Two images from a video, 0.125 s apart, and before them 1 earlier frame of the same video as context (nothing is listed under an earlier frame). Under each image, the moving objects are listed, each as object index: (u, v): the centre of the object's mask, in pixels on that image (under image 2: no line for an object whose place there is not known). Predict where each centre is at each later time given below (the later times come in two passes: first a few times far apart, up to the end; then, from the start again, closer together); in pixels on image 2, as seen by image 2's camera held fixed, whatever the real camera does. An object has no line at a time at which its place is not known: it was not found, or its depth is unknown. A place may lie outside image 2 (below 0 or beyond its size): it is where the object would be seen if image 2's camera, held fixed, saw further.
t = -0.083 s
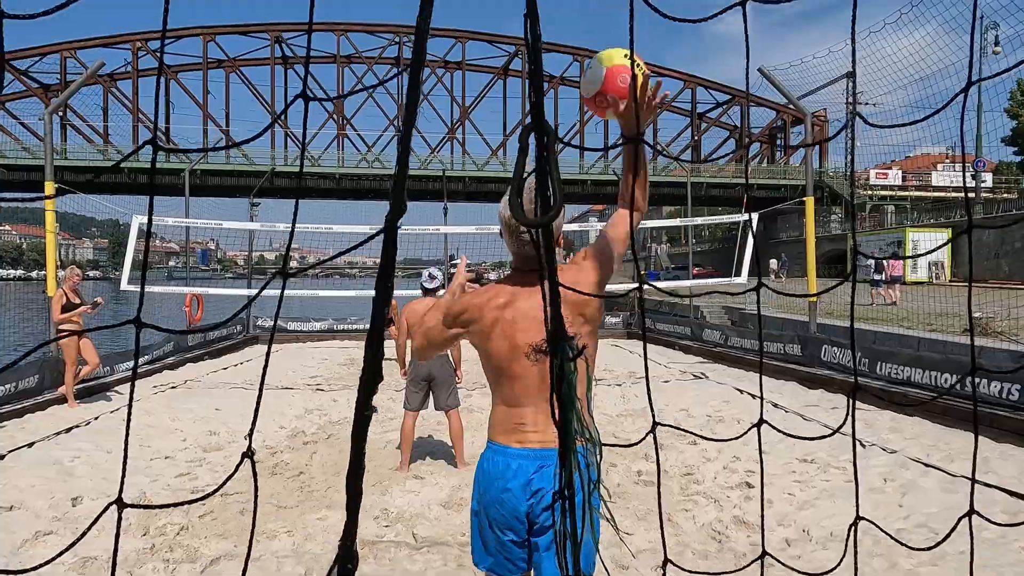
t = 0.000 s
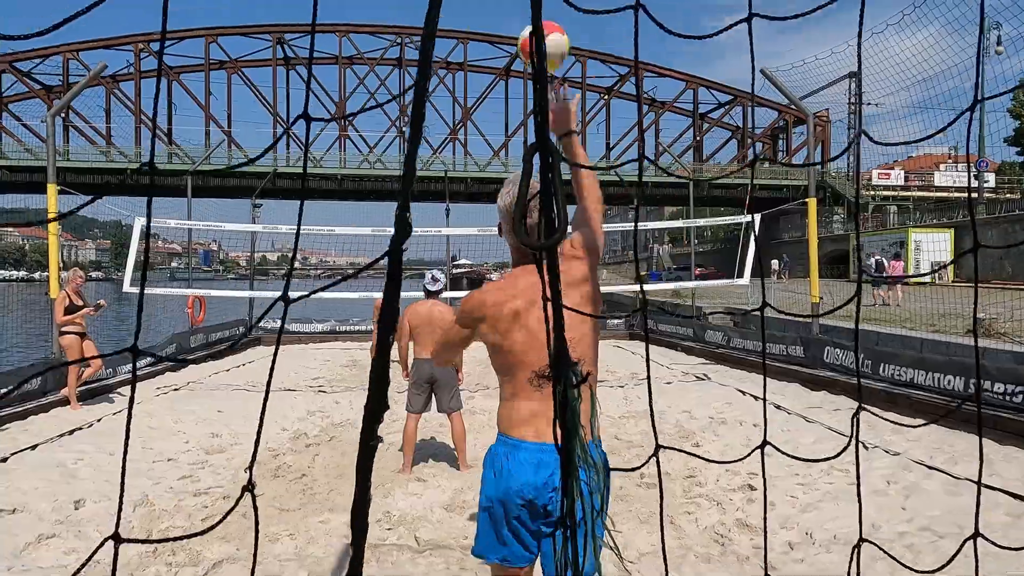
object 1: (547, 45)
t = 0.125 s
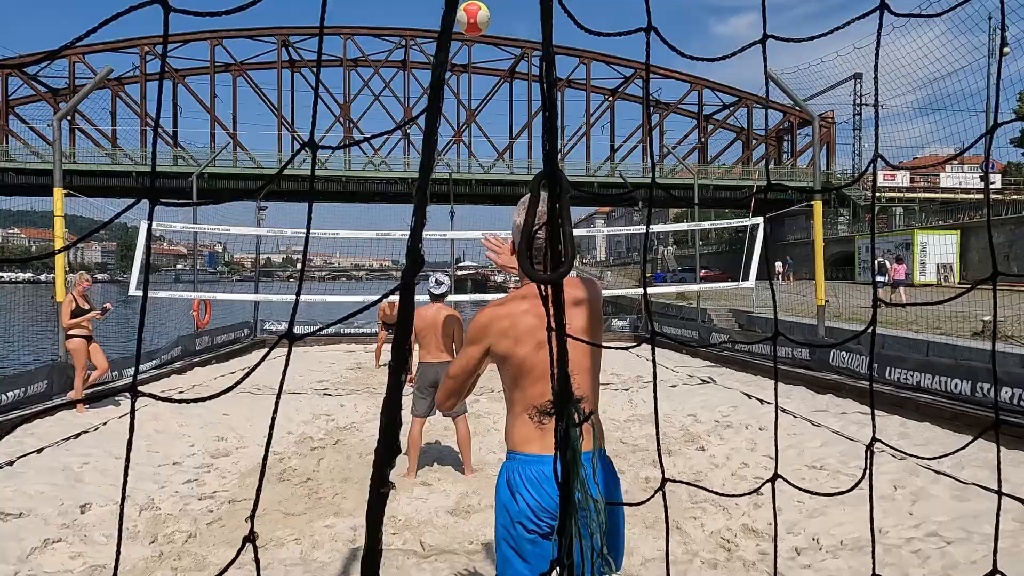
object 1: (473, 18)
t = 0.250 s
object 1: (443, 25)
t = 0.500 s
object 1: (413, 71)
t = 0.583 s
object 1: (406, 89)
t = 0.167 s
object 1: (467, 19)
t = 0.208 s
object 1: (445, 19)
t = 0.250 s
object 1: (443, 25)
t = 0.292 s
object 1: (436, 30)
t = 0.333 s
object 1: (429, 37)
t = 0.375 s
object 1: (425, 45)
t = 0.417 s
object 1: (421, 54)
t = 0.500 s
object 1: (413, 71)
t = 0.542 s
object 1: (409, 80)
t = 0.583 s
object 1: (406, 89)
